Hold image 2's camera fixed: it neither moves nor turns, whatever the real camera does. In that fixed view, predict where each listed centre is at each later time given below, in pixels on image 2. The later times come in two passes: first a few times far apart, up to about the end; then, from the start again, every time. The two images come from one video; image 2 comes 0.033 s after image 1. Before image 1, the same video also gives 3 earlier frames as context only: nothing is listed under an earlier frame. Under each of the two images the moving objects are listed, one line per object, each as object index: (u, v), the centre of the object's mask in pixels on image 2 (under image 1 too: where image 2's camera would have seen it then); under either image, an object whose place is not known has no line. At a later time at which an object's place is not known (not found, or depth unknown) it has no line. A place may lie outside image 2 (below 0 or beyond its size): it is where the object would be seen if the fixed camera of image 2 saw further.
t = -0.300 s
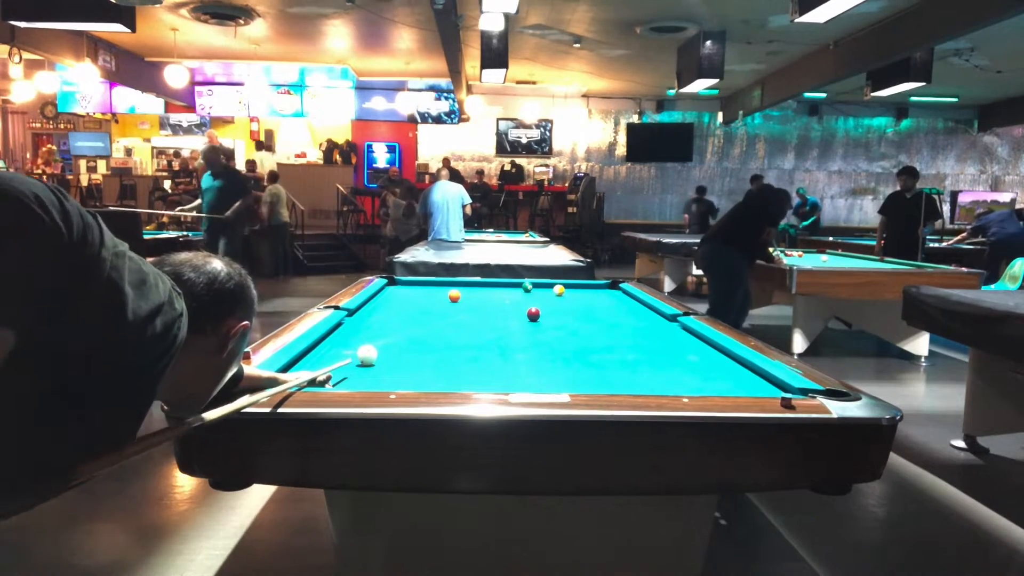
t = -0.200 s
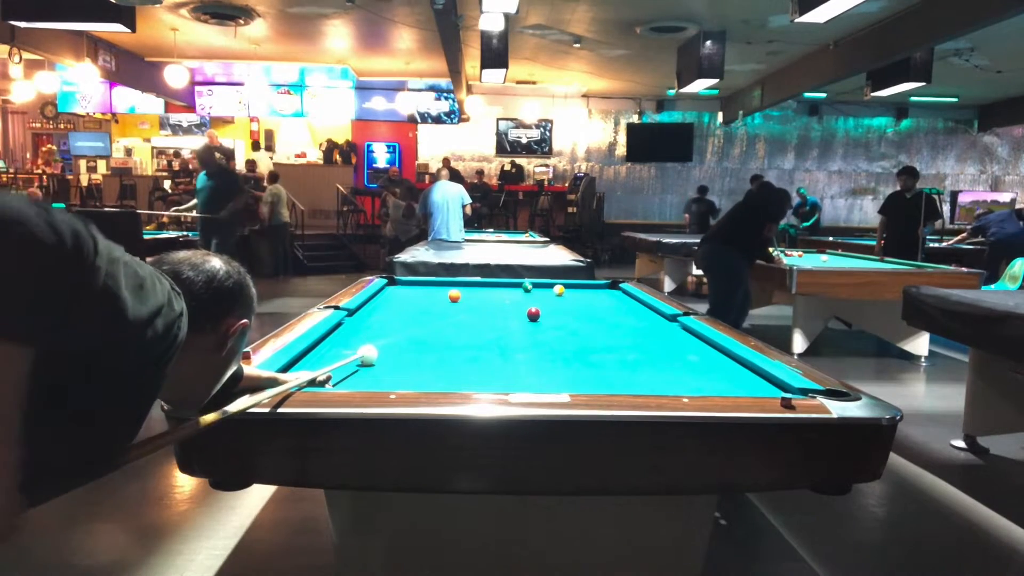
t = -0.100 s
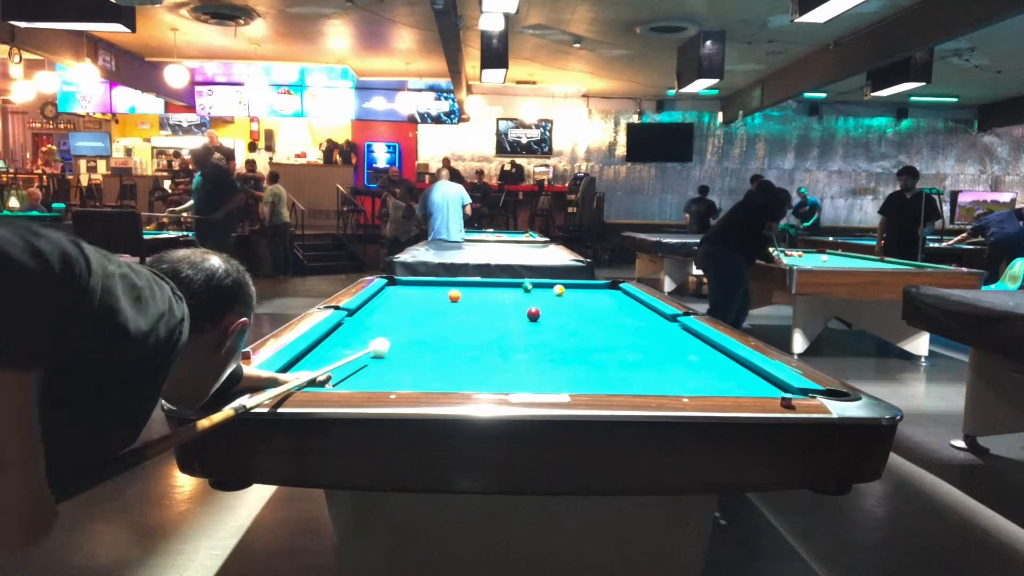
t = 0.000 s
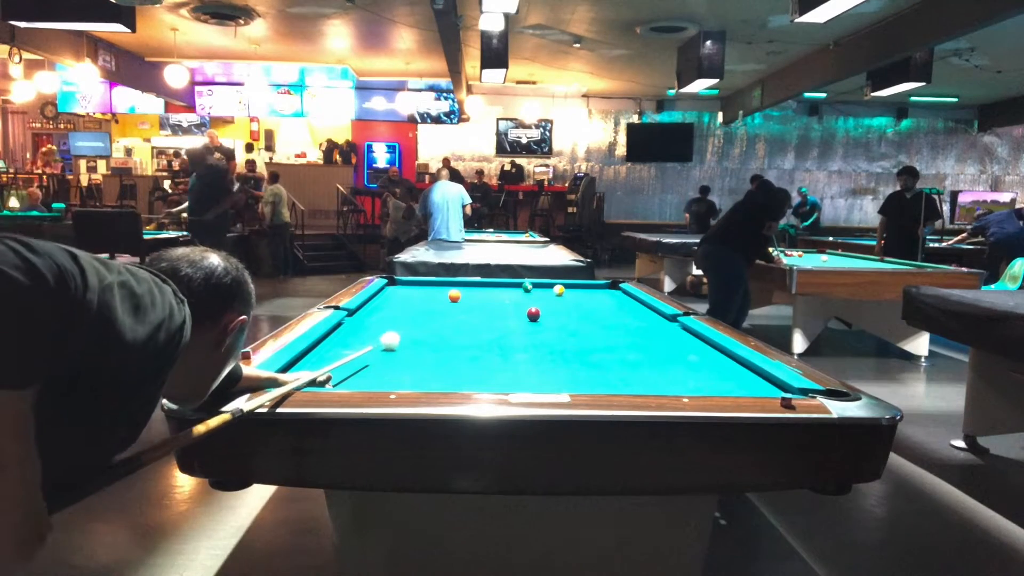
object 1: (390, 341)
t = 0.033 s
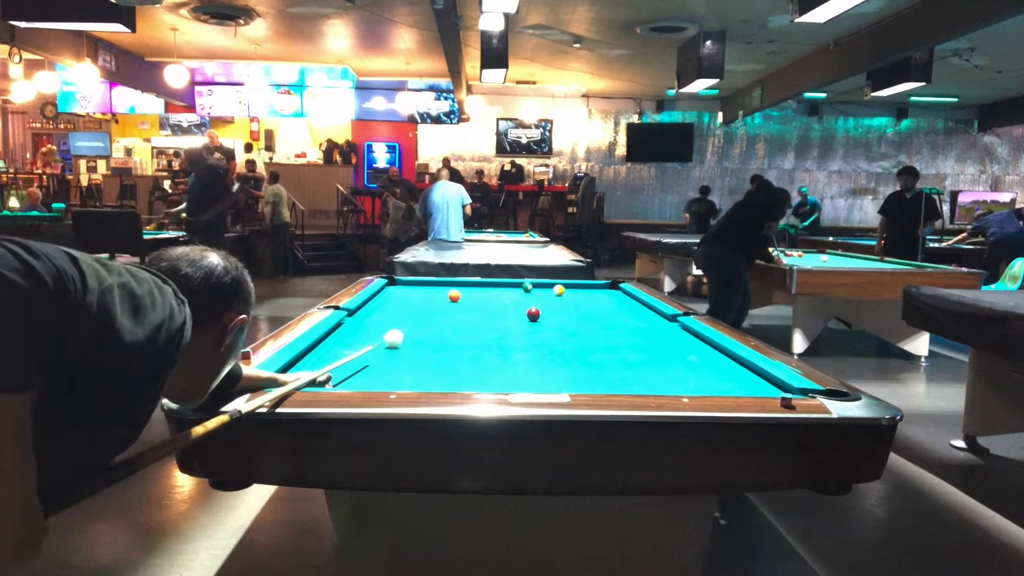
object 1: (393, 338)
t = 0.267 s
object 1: (413, 326)
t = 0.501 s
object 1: (430, 315)
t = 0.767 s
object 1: (445, 306)
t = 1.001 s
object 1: (457, 300)
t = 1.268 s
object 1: (478, 296)
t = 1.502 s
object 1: (498, 293)
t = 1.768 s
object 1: (519, 291)
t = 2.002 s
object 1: (536, 289)
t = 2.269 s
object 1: (554, 287)
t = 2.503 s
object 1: (569, 285)
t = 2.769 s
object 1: (583, 284)
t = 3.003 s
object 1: (593, 285)
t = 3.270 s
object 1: (604, 286)
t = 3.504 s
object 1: (612, 287)
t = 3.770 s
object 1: (616, 288)
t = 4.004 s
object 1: (613, 289)
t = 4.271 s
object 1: (610, 289)
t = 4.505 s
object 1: (608, 289)
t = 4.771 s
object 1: (607, 289)
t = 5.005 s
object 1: (606, 290)
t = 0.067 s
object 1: (396, 337)
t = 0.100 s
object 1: (400, 335)
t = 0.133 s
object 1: (402, 333)
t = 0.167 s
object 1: (406, 331)
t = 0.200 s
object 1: (408, 329)
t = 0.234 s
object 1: (411, 327)
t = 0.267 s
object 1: (413, 326)
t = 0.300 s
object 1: (416, 324)
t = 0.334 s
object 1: (419, 323)
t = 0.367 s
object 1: (421, 321)
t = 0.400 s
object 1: (424, 320)
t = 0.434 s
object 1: (426, 318)
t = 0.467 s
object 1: (428, 317)
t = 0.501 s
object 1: (430, 315)
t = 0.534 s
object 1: (432, 314)
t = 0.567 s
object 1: (434, 313)
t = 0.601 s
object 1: (436, 312)
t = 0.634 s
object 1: (438, 311)
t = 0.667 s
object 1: (440, 309)
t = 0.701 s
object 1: (442, 308)
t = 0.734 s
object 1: (443, 308)
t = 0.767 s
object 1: (445, 306)
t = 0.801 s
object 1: (447, 305)
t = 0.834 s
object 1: (448, 304)
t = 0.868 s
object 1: (450, 303)
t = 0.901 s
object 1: (452, 303)
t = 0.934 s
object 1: (453, 302)
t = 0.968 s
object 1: (455, 300)
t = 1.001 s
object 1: (457, 300)
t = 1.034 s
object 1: (458, 299)
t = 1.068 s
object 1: (460, 298)
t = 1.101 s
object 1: (462, 297)
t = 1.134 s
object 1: (465, 297)
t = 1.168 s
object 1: (468, 296)
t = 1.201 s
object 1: (471, 296)
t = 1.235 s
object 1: (474, 296)
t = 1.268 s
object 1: (478, 296)
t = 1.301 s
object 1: (481, 295)
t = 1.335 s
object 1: (484, 295)
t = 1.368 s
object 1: (487, 295)
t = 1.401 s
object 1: (489, 294)
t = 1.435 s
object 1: (492, 294)
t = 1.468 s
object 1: (495, 293)
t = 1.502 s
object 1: (498, 293)
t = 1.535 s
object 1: (501, 293)
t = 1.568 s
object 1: (503, 293)
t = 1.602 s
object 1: (506, 292)
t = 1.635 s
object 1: (509, 292)
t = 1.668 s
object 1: (512, 292)
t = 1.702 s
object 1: (514, 292)
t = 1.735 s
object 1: (517, 291)
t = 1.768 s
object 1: (519, 291)
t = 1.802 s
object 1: (522, 291)
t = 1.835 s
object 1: (525, 290)
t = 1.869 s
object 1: (527, 290)
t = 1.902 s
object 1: (529, 290)
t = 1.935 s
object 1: (532, 290)
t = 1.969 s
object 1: (534, 289)
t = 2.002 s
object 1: (536, 289)
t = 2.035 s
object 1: (539, 289)
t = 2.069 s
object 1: (541, 289)
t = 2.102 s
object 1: (543, 288)
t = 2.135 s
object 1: (546, 288)
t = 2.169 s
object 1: (548, 288)
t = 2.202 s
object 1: (550, 288)
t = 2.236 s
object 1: (551, 287)
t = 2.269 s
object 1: (554, 287)
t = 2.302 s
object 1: (555, 286)
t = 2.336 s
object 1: (557, 286)
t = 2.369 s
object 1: (560, 285)
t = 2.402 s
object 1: (563, 285)
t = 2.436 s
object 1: (565, 285)
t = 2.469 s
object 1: (567, 285)
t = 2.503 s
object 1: (569, 285)
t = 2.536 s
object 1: (570, 285)
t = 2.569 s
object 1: (572, 285)
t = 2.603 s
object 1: (574, 285)
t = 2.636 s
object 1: (576, 285)
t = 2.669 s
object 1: (578, 285)
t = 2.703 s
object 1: (580, 284)
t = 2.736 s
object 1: (581, 284)
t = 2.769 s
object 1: (583, 284)
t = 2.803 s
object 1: (584, 285)
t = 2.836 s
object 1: (586, 285)
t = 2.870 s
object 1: (587, 285)
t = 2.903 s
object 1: (589, 285)
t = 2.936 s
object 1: (590, 285)
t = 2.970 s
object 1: (592, 285)
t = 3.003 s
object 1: (593, 285)
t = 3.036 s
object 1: (594, 285)
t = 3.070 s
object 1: (596, 286)
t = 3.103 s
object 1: (597, 286)
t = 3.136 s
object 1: (599, 286)
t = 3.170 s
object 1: (600, 286)
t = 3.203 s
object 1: (601, 286)
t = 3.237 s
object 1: (602, 286)
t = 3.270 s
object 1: (604, 286)
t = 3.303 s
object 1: (605, 287)
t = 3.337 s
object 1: (606, 287)
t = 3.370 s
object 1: (608, 287)
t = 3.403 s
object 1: (609, 287)
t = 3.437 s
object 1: (610, 287)
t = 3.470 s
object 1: (611, 287)
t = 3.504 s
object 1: (612, 287)
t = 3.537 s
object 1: (614, 287)
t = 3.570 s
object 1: (615, 288)
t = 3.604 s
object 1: (616, 288)
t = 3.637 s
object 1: (617, 288)
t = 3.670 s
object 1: (617, 288)
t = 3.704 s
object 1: (616, 288)
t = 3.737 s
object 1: (616, 288)
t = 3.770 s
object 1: (616, 288)
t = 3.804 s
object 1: (615, 288)
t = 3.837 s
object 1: (615, 288)
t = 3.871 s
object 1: (614, 288)
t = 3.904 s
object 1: (614, 288)
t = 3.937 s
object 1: (613, 288)
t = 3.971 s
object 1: (613, 289)
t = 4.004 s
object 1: (613, 289)
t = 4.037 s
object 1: (613, 289)
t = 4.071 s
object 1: (612, 289)
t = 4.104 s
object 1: (612, 289)
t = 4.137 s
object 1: (611, 289)
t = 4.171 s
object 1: (611, 289)
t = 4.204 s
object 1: (611, 289)
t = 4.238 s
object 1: (610, 289)
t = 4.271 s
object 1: (610, 289)
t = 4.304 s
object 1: (610, 289)
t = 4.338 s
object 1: (609, 289)
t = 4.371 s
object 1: (609, 289)
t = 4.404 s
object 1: (609, 289)
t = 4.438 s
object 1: (609, 289)
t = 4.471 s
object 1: (609, 289)
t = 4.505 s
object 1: (608, 289)
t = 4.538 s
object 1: (608, 289)
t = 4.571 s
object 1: (608, 289)
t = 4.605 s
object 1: (608, 289)
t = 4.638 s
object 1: (608, 289)
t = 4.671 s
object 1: (607, 289)
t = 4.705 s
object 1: (607, 289)
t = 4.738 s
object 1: (607, 289)
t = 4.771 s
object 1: (607, 289)
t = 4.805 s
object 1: (607, 289)
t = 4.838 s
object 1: (607, 290)
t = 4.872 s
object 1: (606, 290)
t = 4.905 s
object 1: (606, 290)
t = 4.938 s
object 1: (606, 290)
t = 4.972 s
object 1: (606, 290)
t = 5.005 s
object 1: (606, 290)
